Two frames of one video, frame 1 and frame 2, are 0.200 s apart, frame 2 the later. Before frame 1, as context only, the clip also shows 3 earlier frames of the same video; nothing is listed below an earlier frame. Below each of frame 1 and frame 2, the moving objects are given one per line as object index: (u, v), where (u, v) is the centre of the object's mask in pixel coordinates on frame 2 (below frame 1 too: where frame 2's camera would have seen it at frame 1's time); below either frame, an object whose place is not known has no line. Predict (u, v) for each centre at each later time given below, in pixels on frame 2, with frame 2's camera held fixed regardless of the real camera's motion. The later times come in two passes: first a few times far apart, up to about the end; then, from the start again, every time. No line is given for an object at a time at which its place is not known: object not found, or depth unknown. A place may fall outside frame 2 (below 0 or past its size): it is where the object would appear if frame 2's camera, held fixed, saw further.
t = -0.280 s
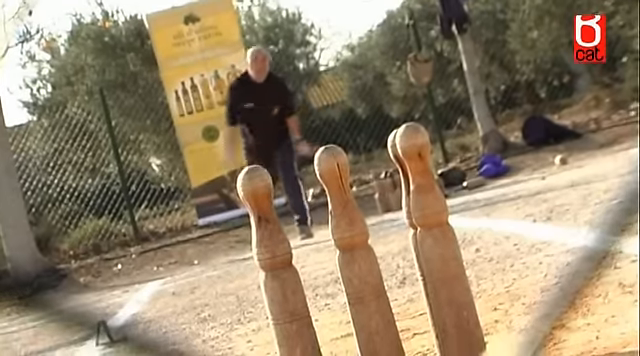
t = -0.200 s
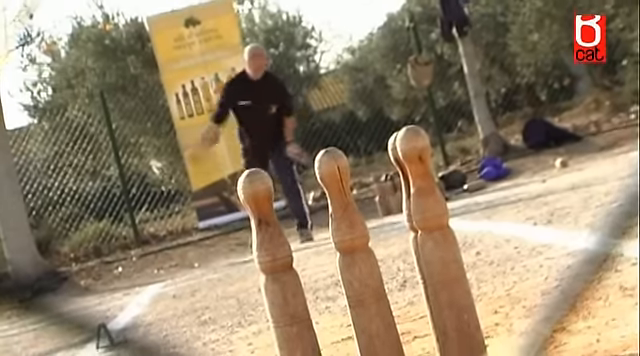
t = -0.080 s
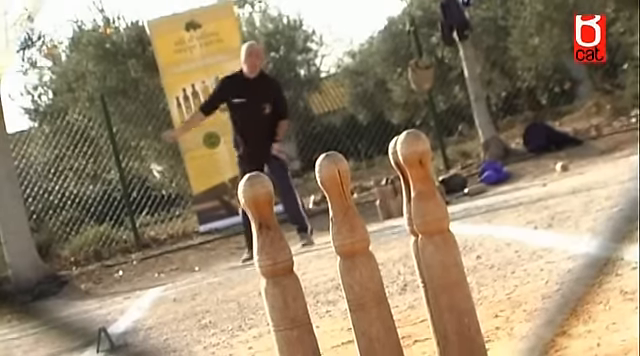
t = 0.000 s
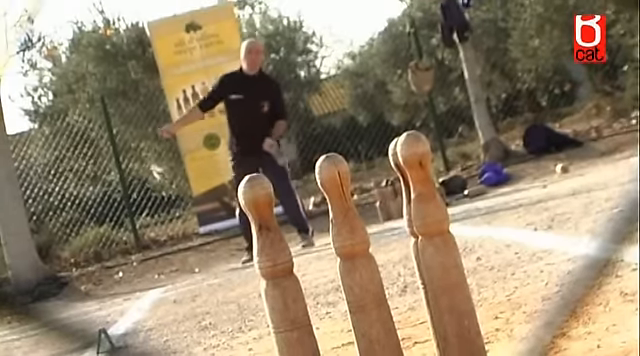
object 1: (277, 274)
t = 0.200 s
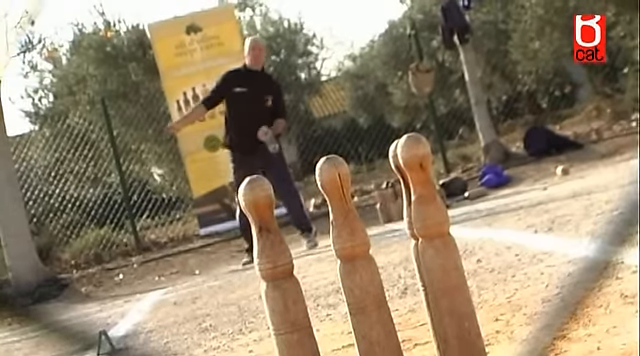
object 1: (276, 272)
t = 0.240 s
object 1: (276, 272)
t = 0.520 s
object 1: (273, 276)
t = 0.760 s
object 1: (255, 277)
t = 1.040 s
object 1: (258, 274)
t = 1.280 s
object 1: (259, 275)
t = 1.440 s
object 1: (262, 274)
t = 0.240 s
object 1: (276, 272)
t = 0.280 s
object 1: (276, 272)
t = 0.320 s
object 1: (276, 272)
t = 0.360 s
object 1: (276, 272)
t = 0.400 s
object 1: (276, 272)
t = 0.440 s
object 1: (277, 272)
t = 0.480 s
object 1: (276, 275)
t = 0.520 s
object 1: (273, 276)
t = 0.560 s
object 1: (269, 277)
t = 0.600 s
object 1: (264, 278)
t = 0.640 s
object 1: (260, 277)
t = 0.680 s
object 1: (255, 278)
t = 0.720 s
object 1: (257, 276)
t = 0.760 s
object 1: (255, 277)
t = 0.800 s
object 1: (255, 277)
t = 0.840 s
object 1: (254, 276)
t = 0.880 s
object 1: (254, 276)
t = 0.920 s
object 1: (254, 275)
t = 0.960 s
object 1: (256, 275)
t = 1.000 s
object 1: (257, 274)
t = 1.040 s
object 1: (258, 274)
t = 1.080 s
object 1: (258, 275)
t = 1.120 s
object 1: (258, 275)
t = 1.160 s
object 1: (257, 274)
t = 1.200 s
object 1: (257, 274)
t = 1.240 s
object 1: (258, 275)
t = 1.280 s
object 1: (259, 275)
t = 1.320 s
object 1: (261, 274)
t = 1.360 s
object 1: (262, 274)
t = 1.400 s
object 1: (262, 274)
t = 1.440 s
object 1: (262, 274)
